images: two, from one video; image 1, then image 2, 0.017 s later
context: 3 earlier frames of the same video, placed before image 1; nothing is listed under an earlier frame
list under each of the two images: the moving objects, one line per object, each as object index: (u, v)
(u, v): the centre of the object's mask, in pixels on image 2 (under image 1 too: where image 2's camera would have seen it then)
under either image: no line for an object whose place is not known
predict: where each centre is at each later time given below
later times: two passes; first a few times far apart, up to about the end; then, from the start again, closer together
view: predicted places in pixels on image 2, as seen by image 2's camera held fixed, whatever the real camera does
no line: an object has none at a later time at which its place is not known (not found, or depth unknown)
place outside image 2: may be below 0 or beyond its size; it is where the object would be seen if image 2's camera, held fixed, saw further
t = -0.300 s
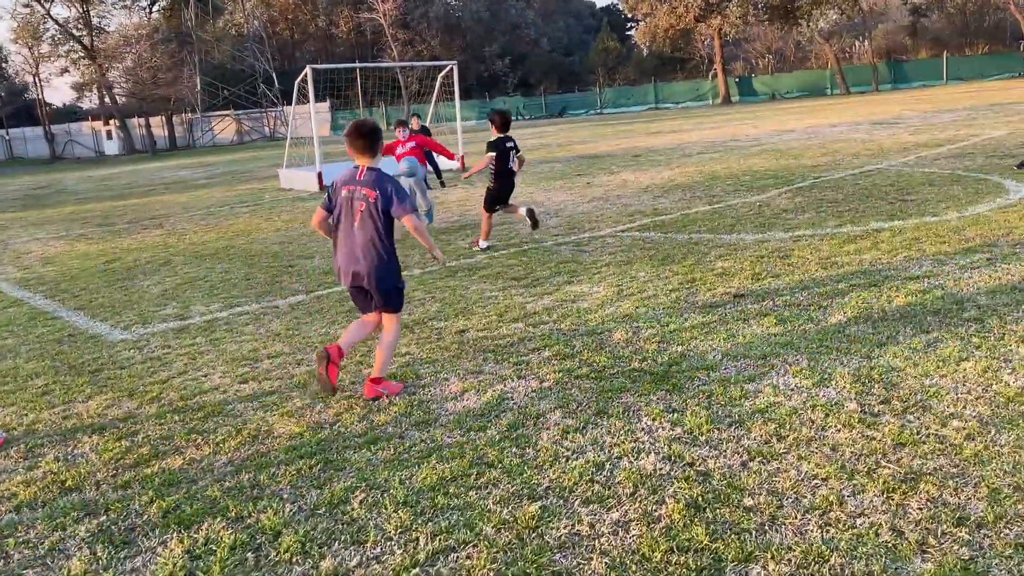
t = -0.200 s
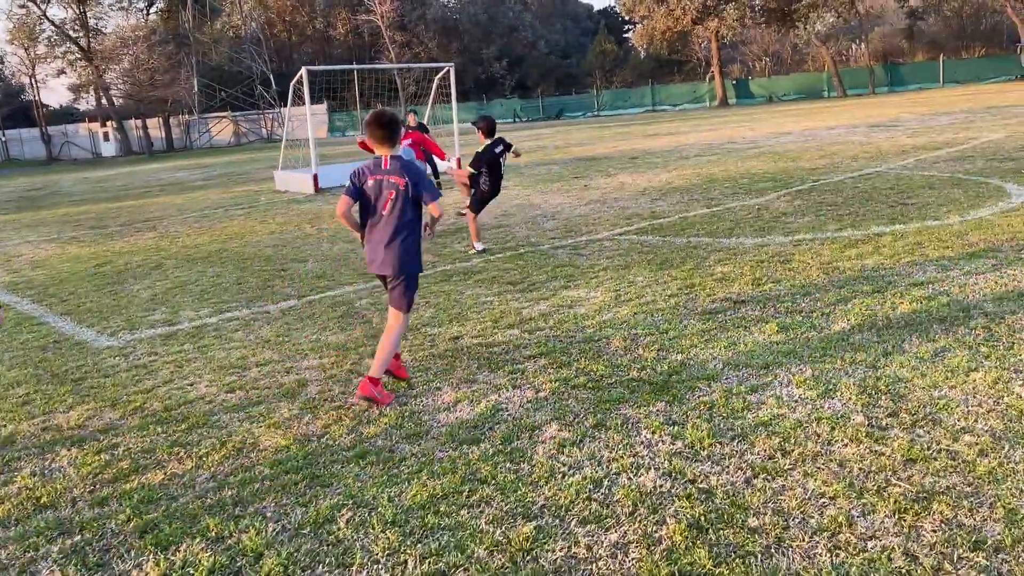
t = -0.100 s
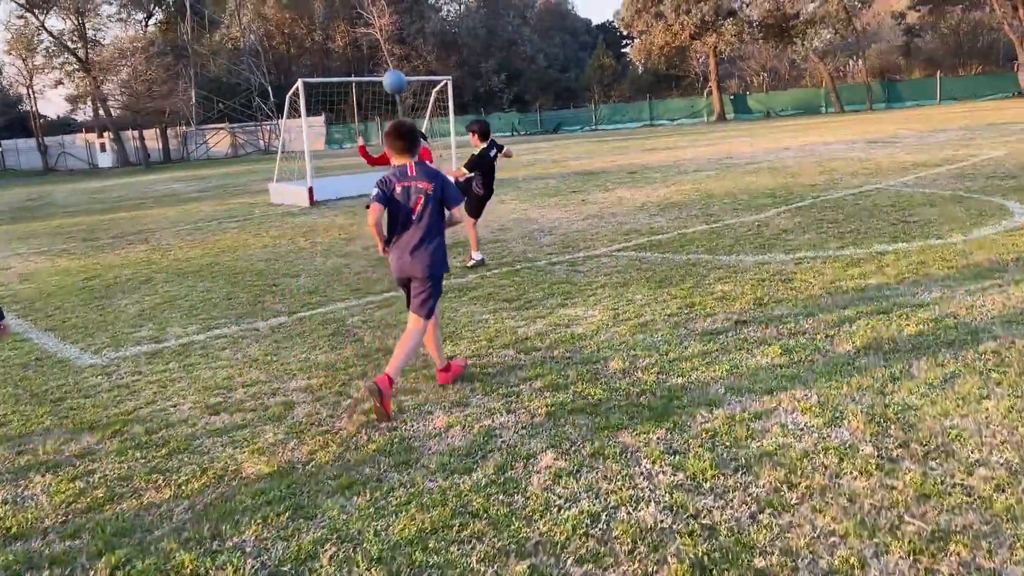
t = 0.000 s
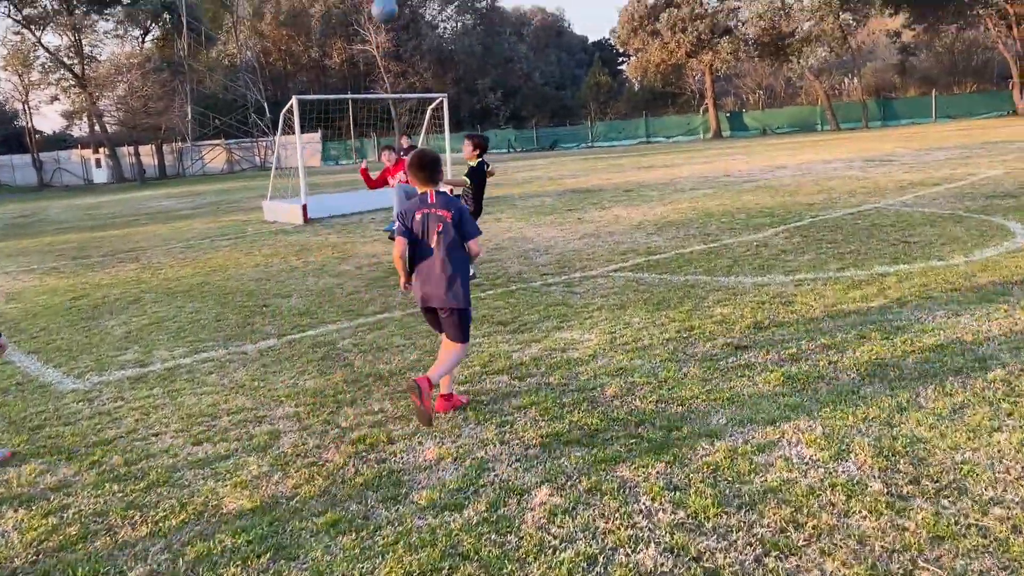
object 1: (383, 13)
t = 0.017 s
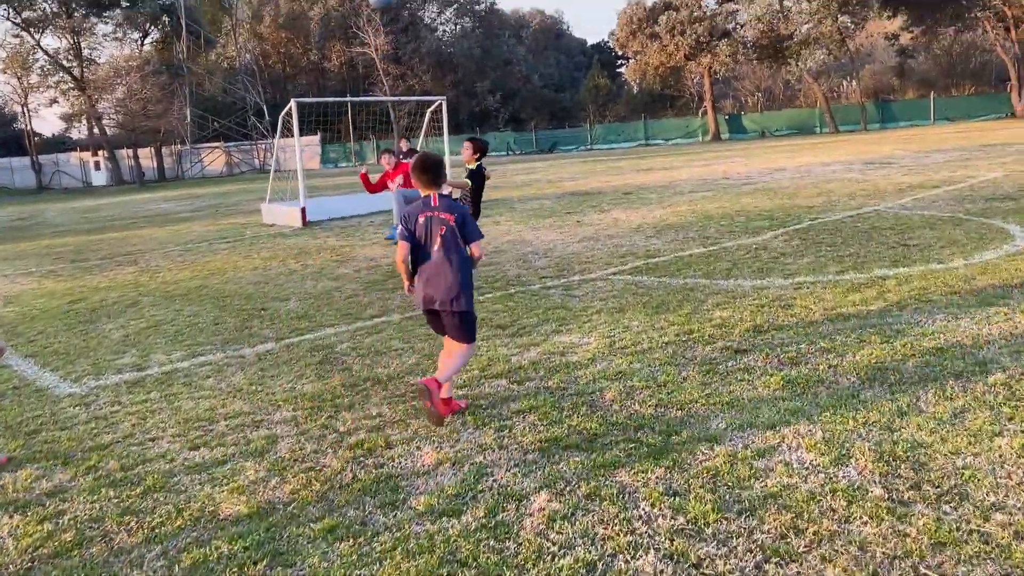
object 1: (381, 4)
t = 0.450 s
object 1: (353, -395)
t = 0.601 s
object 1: (350, -504)
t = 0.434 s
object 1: (354, -381)
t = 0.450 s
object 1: (353, -395)
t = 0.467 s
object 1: (352, -409)
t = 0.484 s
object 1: (351, -422)
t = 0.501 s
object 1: (350, -434)
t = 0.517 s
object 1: (350, -446)
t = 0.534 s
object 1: (349, -458)
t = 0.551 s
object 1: (349, -470)
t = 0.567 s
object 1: (350, -482)
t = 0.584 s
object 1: (350, -494)
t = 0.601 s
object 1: (350, -504)
